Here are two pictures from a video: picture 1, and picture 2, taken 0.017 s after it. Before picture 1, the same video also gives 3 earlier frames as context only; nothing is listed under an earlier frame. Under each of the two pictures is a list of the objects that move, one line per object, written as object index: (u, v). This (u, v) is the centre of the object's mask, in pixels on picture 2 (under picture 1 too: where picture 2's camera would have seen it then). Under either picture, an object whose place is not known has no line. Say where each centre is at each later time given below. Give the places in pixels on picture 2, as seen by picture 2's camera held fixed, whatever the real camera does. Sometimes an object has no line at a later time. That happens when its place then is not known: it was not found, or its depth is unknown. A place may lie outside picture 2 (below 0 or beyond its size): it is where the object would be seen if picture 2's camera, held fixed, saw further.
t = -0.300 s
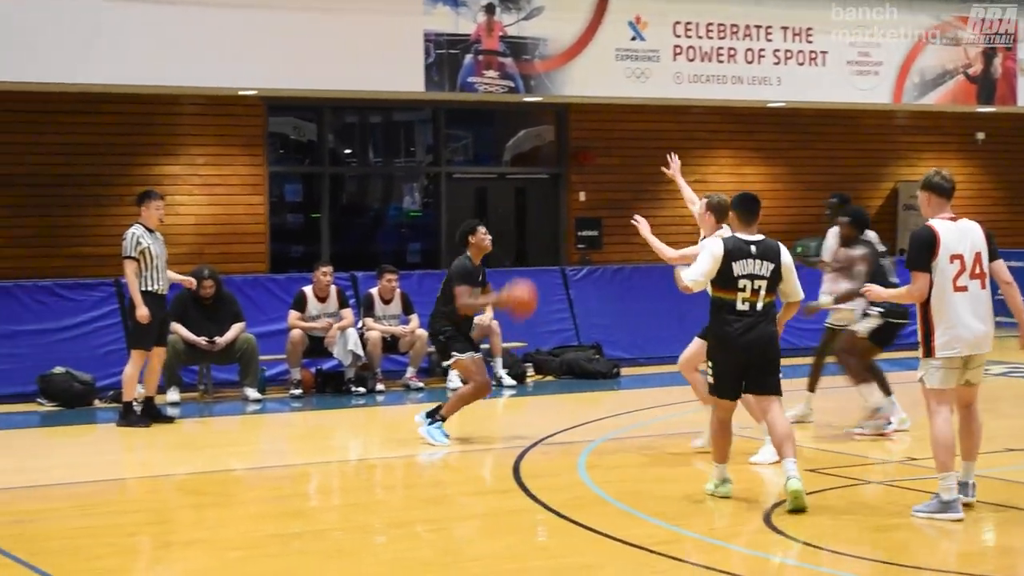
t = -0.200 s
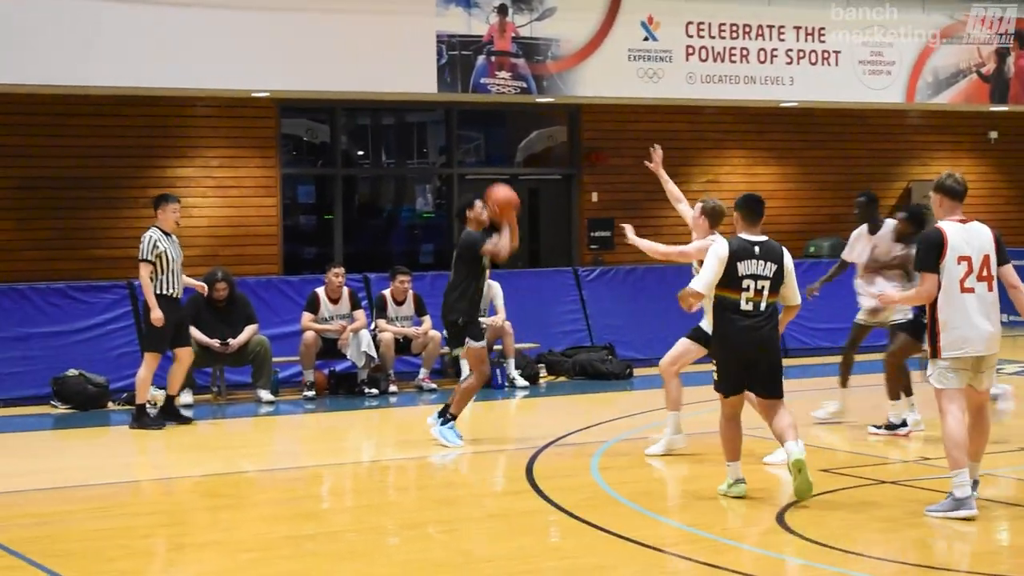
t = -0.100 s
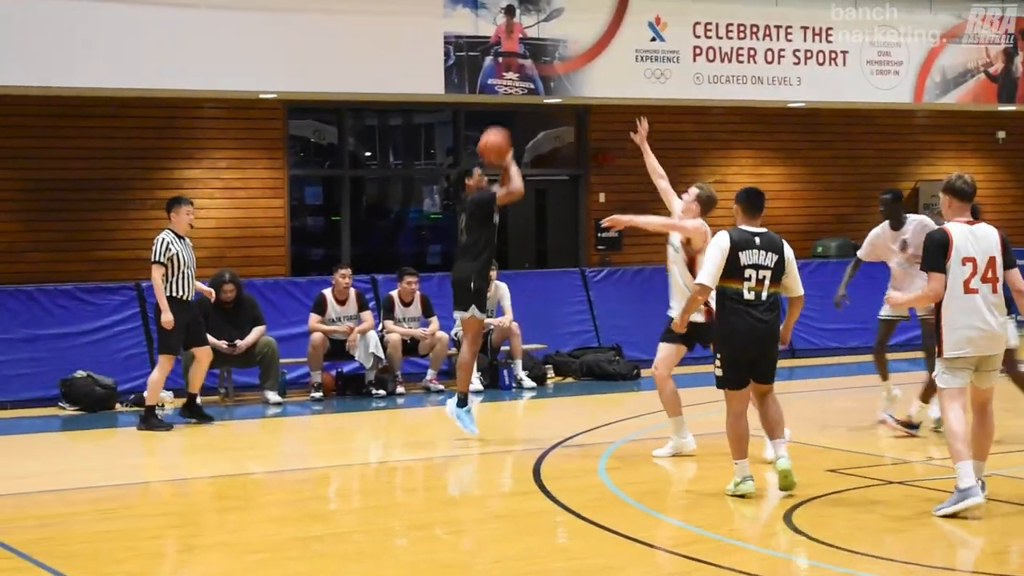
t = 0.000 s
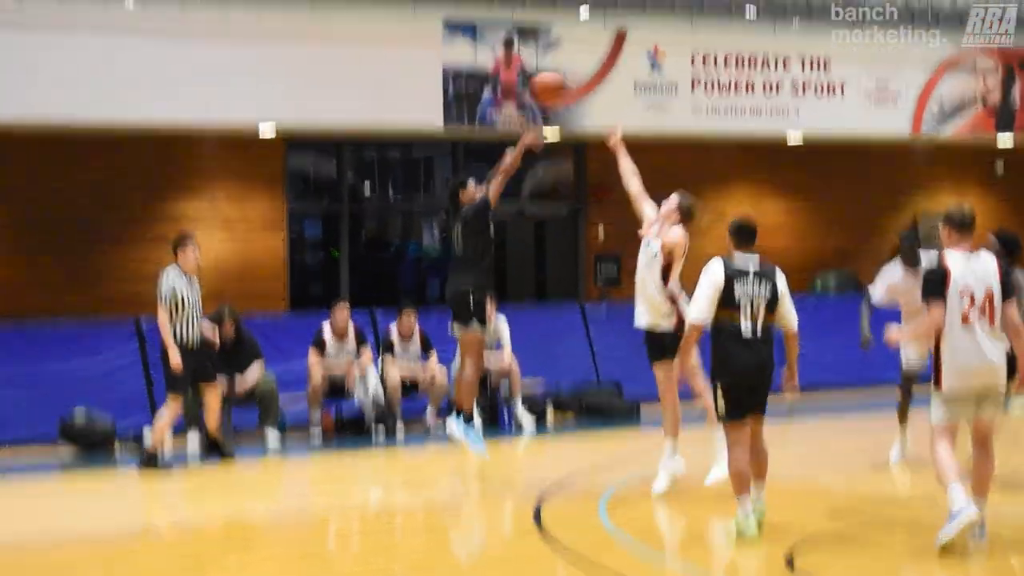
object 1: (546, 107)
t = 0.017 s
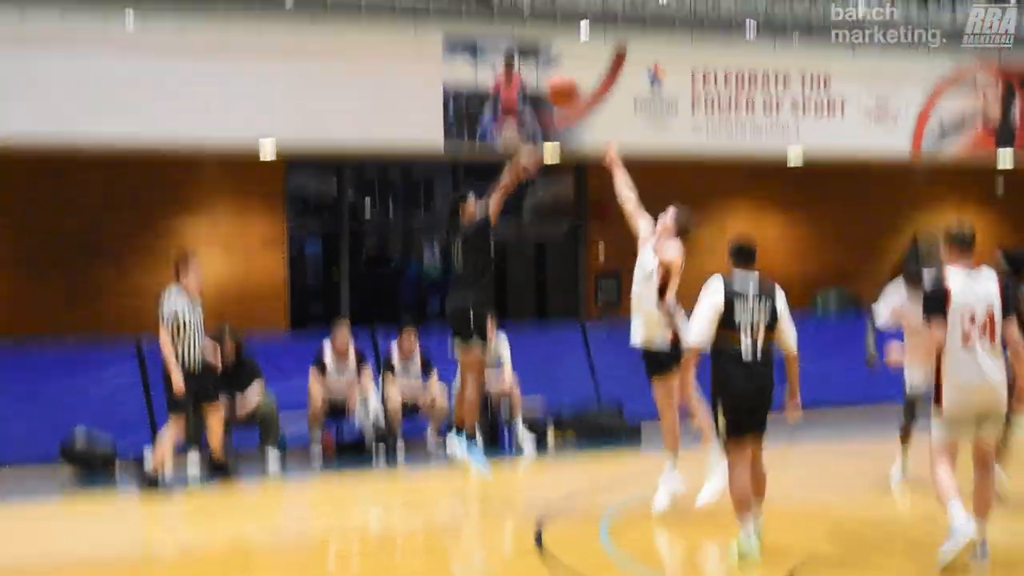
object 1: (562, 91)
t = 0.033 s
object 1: (574, 74)
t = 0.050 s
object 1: (588, 58)
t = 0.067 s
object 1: (602, 45)
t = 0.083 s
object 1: (615, 30)
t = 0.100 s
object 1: (631, 16)
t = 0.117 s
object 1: (645, 3)
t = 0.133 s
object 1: (659, -12)
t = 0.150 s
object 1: (674, -26)
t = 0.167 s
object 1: (687, -38)
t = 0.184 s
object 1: (701, -49)
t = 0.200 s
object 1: (716, -62)
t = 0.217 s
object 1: (730, -74)
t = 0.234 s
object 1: (744, -86)
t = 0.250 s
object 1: (758, -97)
